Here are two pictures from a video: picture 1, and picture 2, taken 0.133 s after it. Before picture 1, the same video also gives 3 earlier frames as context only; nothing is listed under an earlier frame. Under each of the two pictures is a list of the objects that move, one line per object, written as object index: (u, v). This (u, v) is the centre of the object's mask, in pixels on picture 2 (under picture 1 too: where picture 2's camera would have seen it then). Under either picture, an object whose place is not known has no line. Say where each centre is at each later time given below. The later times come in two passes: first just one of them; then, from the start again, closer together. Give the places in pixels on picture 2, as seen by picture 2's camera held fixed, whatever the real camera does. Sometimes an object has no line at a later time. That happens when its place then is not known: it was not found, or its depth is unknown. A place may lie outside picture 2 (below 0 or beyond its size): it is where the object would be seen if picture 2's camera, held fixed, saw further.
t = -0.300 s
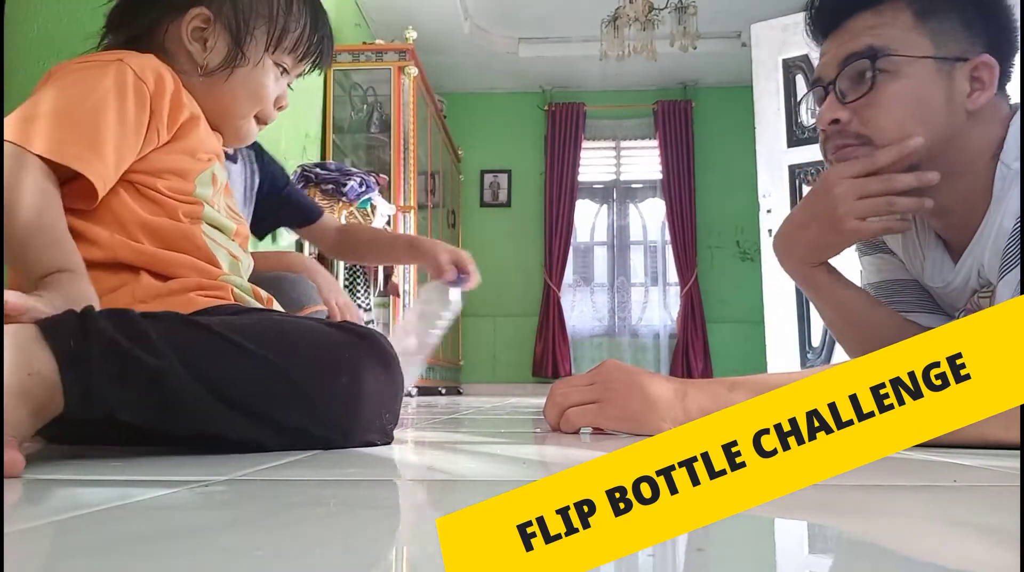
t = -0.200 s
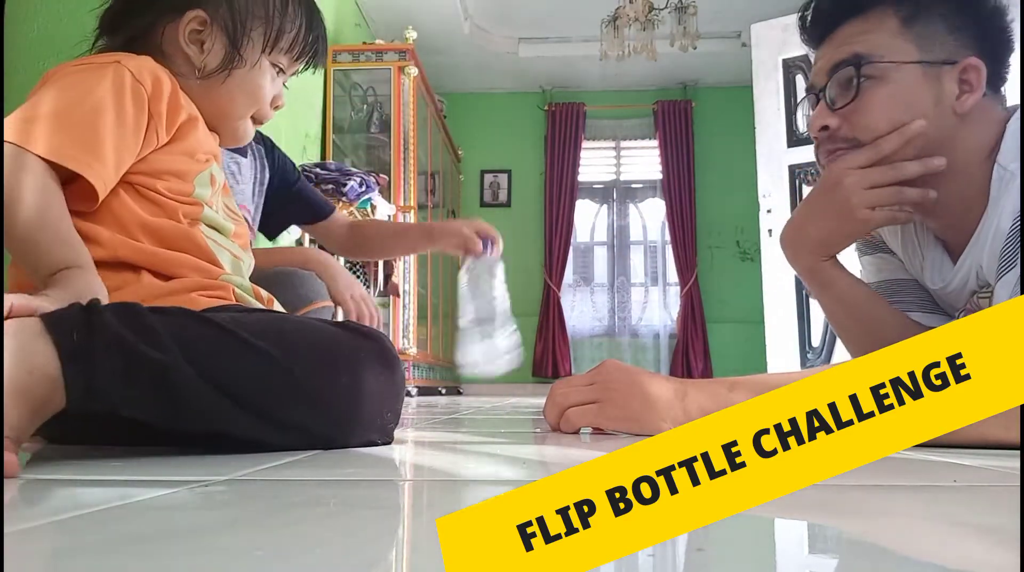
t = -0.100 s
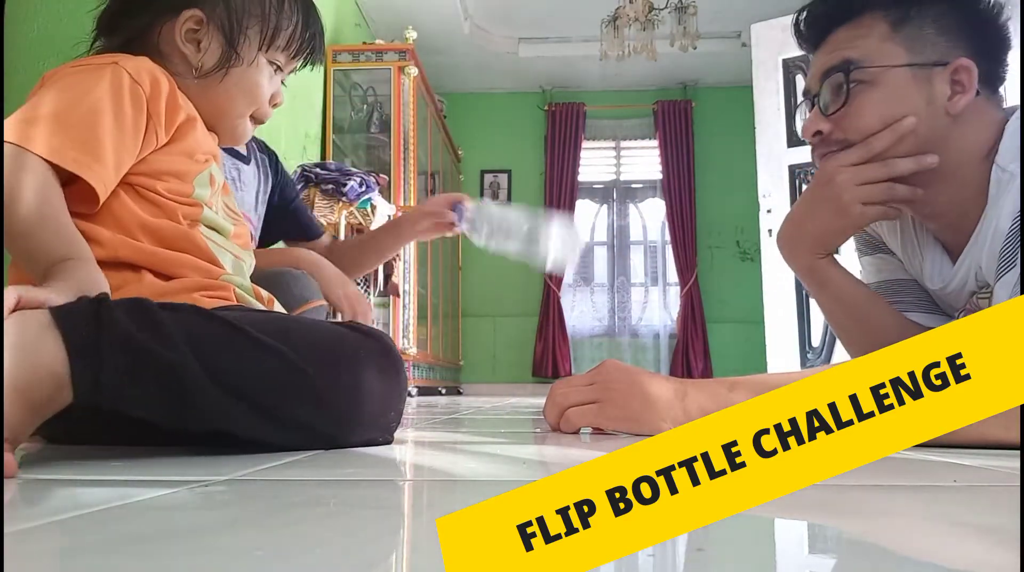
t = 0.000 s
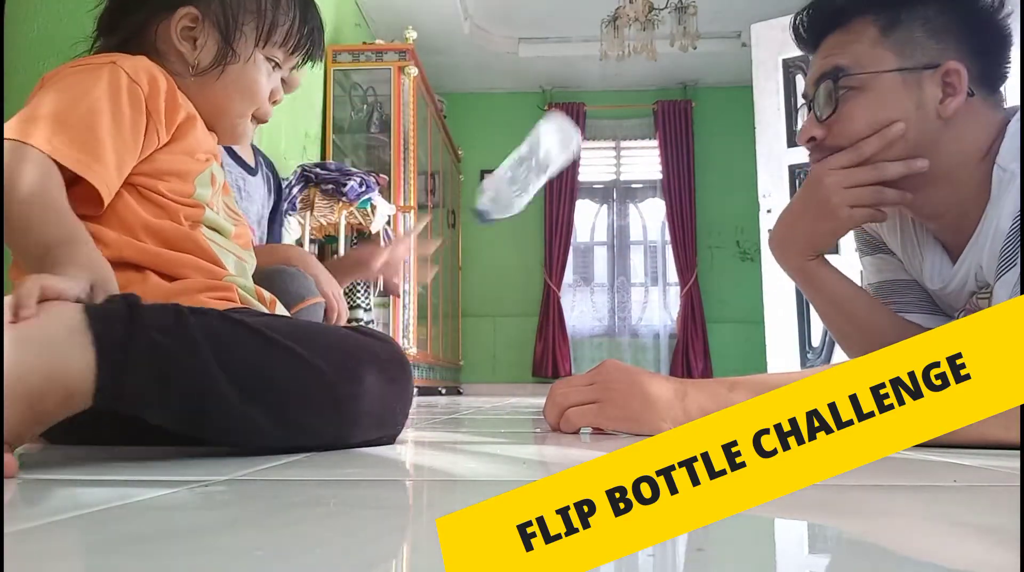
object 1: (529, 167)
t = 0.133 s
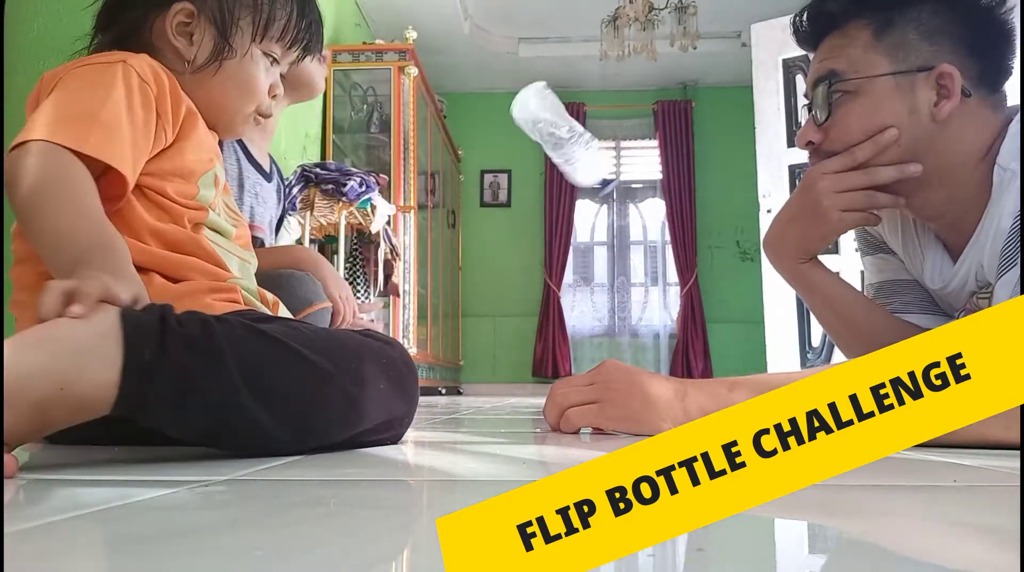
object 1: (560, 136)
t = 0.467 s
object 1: (537, 356)
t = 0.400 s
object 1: (542, 357)
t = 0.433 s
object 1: (539, 357)
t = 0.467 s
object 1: (537, 356)
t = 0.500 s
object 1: (536, 357)
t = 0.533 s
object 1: (536, 357)
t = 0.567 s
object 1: (536, 358)
